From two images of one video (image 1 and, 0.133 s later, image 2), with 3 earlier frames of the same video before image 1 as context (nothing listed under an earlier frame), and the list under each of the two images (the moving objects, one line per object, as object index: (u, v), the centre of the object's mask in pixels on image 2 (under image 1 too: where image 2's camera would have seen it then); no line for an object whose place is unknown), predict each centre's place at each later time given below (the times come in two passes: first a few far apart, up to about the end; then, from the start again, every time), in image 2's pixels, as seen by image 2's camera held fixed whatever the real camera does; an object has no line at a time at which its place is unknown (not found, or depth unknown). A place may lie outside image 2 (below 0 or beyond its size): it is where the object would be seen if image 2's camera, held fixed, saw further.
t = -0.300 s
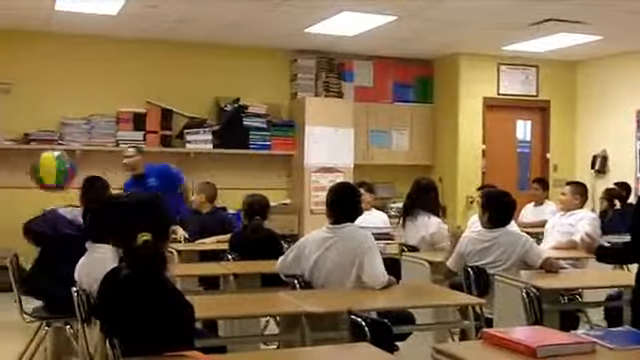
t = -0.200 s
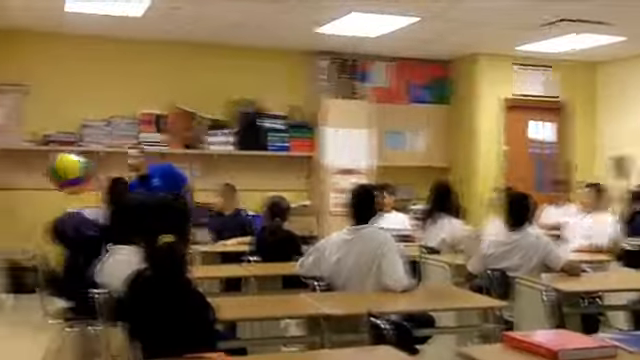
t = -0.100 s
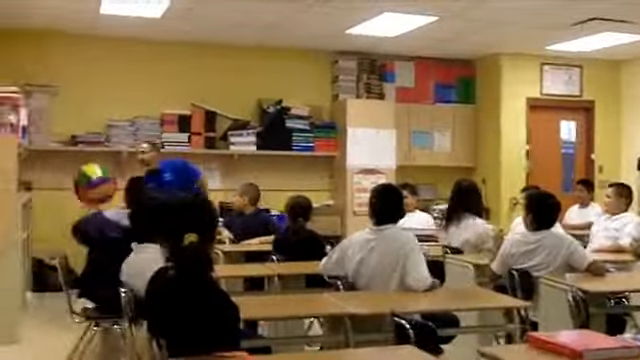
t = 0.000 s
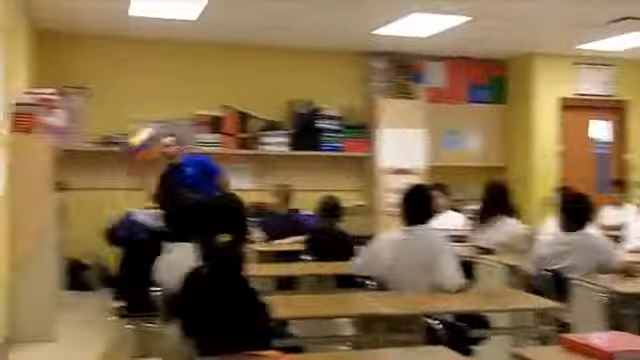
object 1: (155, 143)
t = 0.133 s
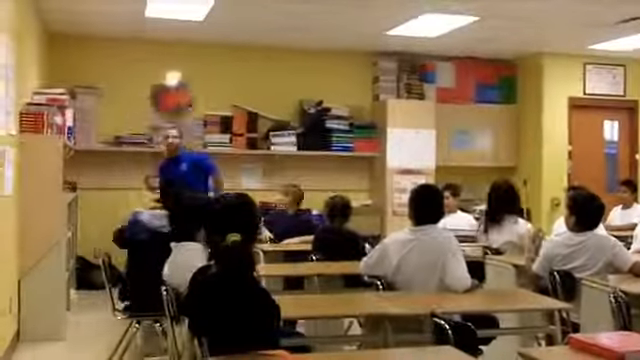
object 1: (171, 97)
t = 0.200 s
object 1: (183, 74)
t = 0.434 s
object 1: (228, 32)
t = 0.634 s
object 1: (268, 36)
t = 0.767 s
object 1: (295, 65)
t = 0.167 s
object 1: (177, 84)
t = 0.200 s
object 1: (183, 74)
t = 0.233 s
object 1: (189, 64)
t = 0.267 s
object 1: (195, 56)
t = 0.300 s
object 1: (202, 49)
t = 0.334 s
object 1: (208, 43)
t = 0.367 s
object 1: (213, 39)
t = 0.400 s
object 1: (221, 34)
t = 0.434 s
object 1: (228, 32)
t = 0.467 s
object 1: (234, 29)
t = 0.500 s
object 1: (241, 29)
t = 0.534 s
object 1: (247, 29)
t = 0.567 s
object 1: (252, 30)
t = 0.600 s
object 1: (263, 33)
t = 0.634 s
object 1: (268, 36)
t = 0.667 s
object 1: (276, 41)
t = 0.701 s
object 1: (282, 47)
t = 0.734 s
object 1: (290, 55)
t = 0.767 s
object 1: (295, 65)
